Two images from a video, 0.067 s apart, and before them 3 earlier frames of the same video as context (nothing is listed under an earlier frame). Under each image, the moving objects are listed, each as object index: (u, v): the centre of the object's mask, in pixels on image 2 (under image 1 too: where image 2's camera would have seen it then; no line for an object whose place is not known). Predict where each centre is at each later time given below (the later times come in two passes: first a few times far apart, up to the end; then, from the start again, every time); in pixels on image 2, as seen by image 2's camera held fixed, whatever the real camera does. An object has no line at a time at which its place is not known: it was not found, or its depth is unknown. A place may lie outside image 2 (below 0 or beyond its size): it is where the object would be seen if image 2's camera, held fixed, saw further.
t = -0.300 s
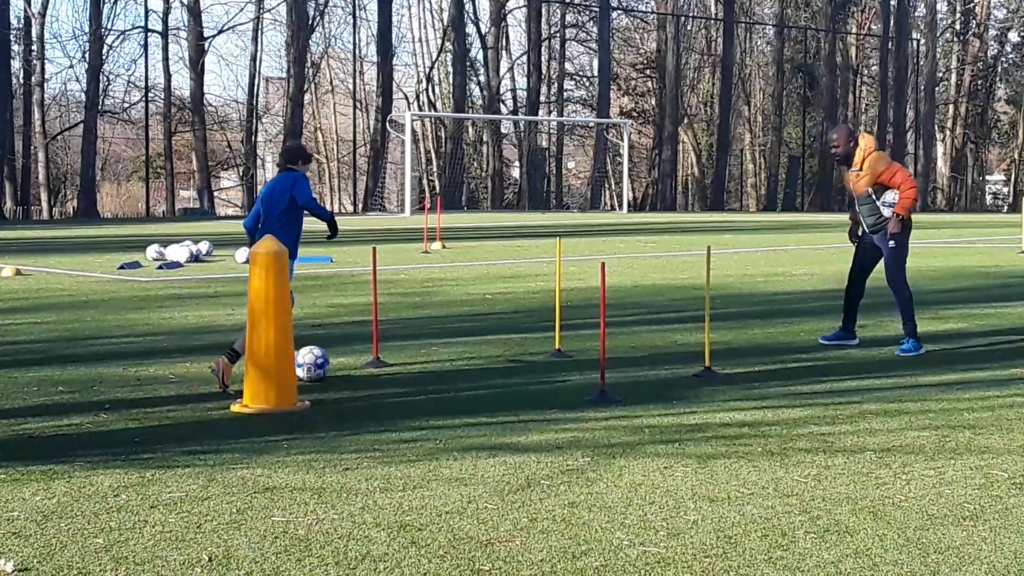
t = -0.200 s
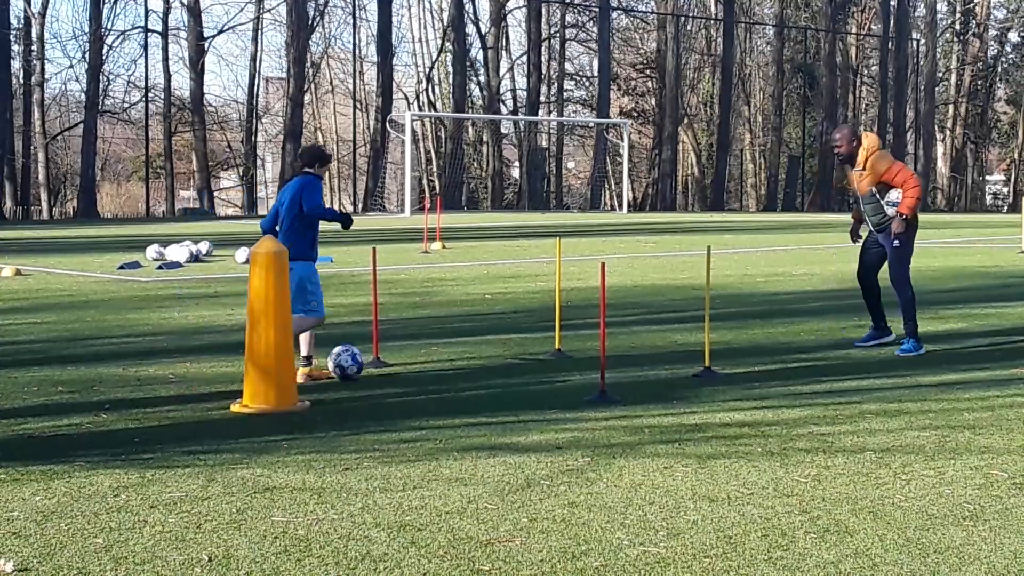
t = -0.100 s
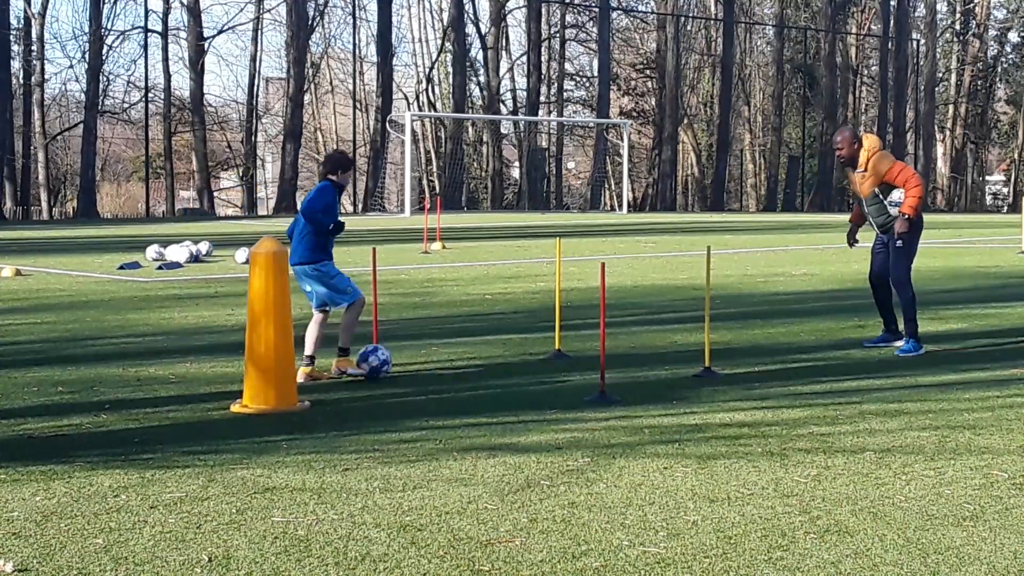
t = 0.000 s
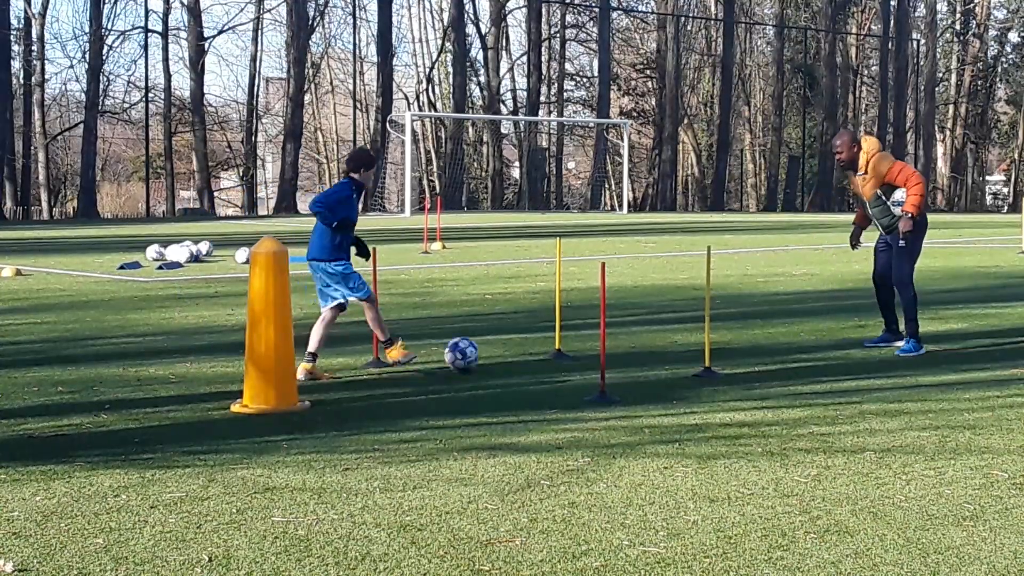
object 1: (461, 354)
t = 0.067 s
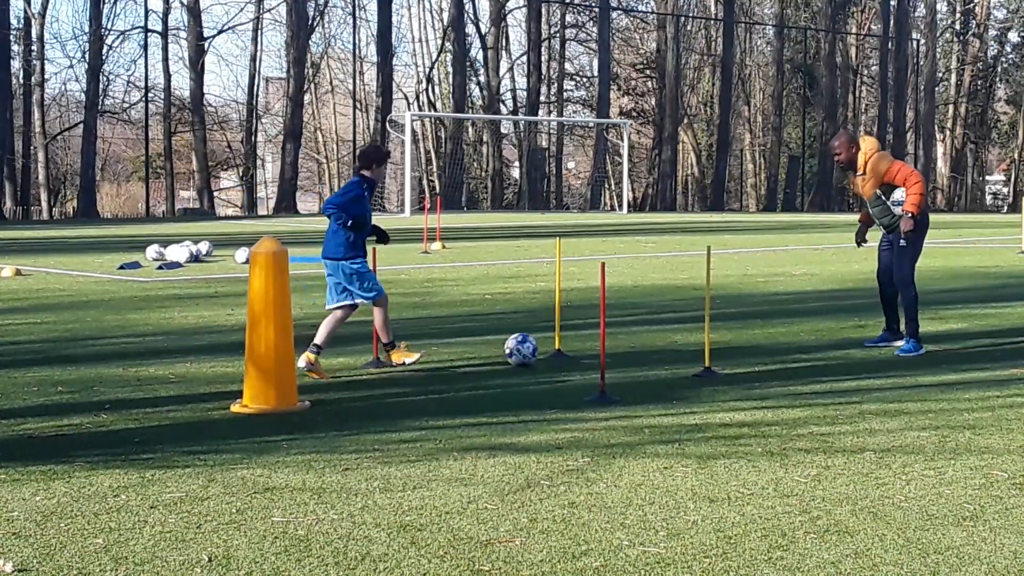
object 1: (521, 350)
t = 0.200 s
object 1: (623, 342)
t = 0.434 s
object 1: (760, 332)
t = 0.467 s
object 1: (776, 332)
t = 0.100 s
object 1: (548, 347)
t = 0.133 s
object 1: (574, 347)
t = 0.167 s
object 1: (598, 344)
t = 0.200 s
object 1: (623, 342)
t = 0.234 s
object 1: (645, 340)
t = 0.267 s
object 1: (667, 339)
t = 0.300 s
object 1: (687, 338)
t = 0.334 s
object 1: (705, 336)
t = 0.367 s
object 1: (725, 335)
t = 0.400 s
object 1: (742, 333)
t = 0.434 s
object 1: (760, 332)
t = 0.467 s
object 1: (776, 332)
